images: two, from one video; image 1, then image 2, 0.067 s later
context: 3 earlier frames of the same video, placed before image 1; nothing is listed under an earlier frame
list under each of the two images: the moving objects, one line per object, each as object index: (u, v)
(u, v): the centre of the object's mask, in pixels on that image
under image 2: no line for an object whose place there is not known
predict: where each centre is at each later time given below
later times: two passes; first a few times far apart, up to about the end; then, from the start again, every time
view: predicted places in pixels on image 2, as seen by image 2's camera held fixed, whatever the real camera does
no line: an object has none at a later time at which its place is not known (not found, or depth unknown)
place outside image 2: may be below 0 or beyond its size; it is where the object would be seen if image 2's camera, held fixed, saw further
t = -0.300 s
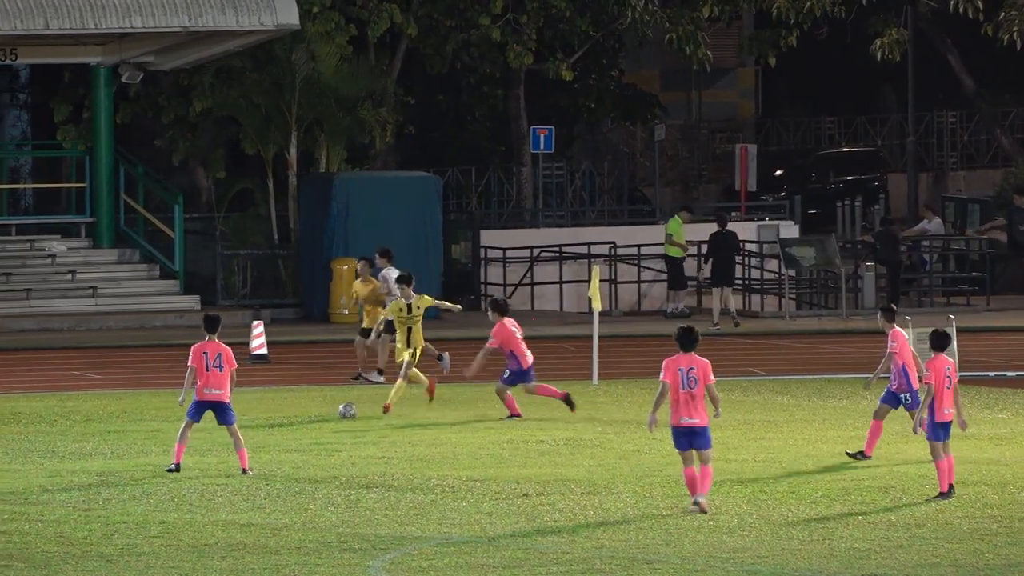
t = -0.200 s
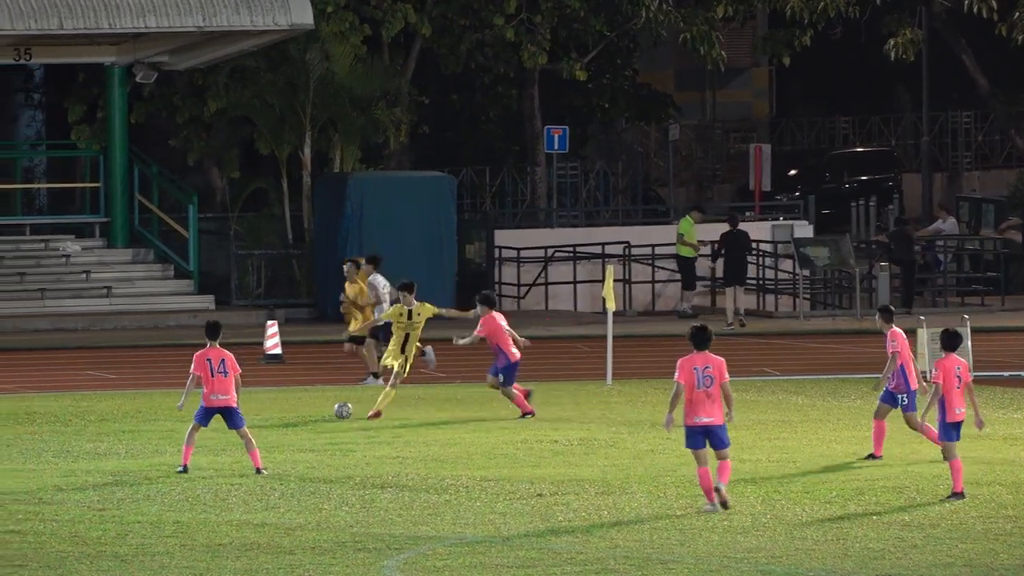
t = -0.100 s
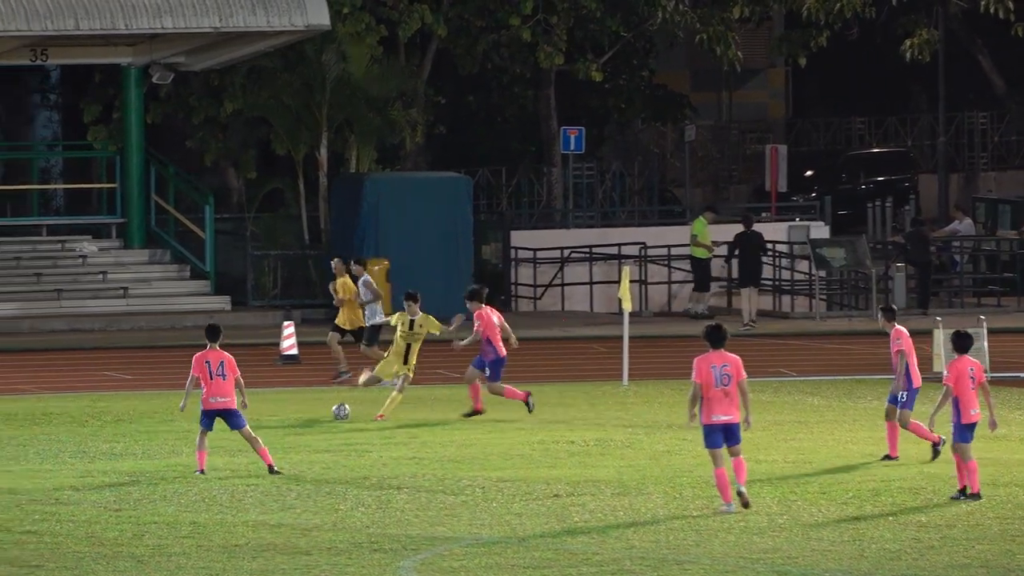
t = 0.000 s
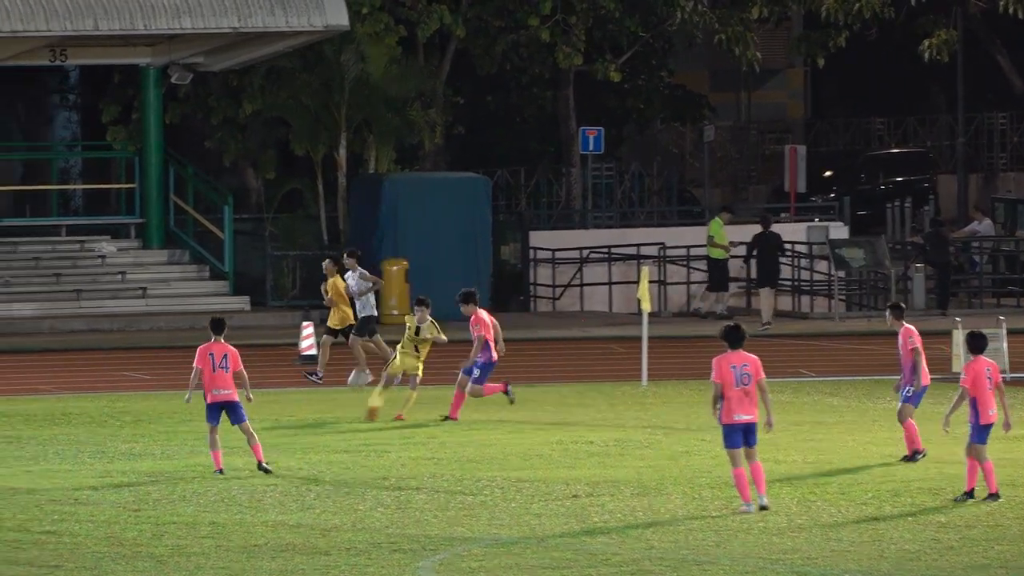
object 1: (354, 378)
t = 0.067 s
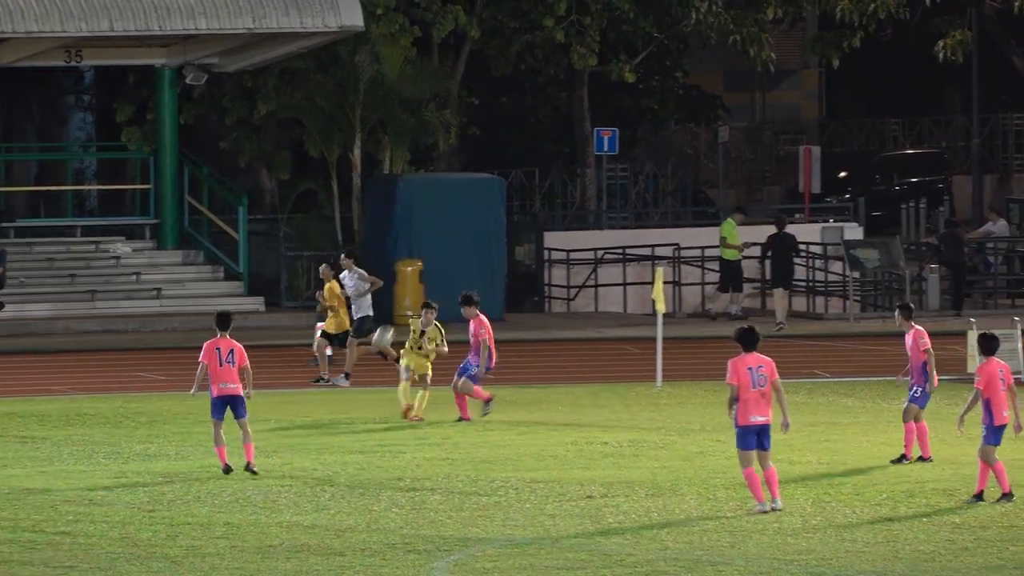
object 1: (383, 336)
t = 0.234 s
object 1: (411, 243)
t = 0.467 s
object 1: (453, 136)
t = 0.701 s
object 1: (498, 62)
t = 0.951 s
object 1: (550, 27)
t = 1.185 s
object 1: (604, 40)
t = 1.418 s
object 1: (663, 101)
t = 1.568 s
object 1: (705, 166)
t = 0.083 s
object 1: (386, 328)
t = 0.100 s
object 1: (389, 317)
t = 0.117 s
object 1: (391, 308)
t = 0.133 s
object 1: (393, 298)
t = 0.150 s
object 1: (396, 287)
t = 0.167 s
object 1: (398, 279)
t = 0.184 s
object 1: (402, 269)
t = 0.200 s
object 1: (405, 259)
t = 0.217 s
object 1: (408, 250)
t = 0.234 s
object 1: (411, 243)
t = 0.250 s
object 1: (413, 234)
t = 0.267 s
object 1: (416, 225)
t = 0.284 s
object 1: (419, 217)
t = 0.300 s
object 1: (422, 209)
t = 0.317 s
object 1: (425, 201)
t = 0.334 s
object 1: (428, 193)
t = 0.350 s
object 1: (431, 184)
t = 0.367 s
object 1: (434, 177)
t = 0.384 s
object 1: (437, 170)
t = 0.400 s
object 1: (440, 163)
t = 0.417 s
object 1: (443, 156)
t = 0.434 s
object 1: (446, 149)
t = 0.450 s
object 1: (449, 142)
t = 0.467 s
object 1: (453, 136)
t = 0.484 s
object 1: (456, 129)
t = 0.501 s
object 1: (459, 123)
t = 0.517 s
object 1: (462, 117)
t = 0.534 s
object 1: (465, 111)
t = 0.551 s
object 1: (469, 105)
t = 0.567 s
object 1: (472, 100)
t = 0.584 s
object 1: (475, 94)
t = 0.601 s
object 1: (478, 89)
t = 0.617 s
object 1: (482, 85)
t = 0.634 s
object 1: (485, 80)
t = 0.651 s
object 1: (489, 75)
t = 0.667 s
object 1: (492, 71)
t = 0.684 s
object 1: (495, 66)
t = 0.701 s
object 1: (498, 62)
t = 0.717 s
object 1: (502, 59)
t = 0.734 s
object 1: (505, 56)
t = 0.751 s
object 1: (508, 52)
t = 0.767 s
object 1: (512, 49)
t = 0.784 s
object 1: (515, 46)
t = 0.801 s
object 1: (519, 43)
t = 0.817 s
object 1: (522, 40)
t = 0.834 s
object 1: (525, 38)
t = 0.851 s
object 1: (529, 36)
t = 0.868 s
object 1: (532, 34)
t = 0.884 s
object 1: (536, 32)
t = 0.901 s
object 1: (539, 30)
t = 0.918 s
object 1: (543, 29)
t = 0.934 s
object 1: (547, 28)
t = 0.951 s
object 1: (550, 27)
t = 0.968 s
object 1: (554, 27)
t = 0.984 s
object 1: (558, 26)
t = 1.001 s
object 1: (561, 26)
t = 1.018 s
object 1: (565, 26)
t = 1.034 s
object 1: (569, 26)
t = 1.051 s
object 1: (573, 27)
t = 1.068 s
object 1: (576, 28)
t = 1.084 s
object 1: (580, 29)
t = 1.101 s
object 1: (584, 30)
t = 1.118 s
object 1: (588, 32)
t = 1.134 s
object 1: (592, 33)
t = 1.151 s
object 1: (596, 35)
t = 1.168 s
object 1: (600, 37)
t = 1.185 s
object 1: (604, 40)
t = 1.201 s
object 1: (608, 43)
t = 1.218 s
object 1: (612, 45)
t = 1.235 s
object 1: (616, 49)
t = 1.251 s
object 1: (621, 52)
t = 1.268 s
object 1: (625, 56)
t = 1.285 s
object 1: (629, 60)
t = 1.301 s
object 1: (633, 64)
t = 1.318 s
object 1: (637, 69)
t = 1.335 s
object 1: (641, 73)
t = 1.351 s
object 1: (646, 78)
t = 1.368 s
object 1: (650, 83)
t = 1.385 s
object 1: (654, 88)
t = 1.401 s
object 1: (659, 94)
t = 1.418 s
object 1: (663, 101)
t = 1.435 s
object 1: (668, 107)
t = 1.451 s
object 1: (672, 113)
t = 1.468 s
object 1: (677, 120)
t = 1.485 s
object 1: (681, 127)
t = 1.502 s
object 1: (686, 134)
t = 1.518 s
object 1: (690, 142)
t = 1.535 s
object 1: (695, 150)
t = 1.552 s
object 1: (700, 158)
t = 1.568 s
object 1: (705, 166)
